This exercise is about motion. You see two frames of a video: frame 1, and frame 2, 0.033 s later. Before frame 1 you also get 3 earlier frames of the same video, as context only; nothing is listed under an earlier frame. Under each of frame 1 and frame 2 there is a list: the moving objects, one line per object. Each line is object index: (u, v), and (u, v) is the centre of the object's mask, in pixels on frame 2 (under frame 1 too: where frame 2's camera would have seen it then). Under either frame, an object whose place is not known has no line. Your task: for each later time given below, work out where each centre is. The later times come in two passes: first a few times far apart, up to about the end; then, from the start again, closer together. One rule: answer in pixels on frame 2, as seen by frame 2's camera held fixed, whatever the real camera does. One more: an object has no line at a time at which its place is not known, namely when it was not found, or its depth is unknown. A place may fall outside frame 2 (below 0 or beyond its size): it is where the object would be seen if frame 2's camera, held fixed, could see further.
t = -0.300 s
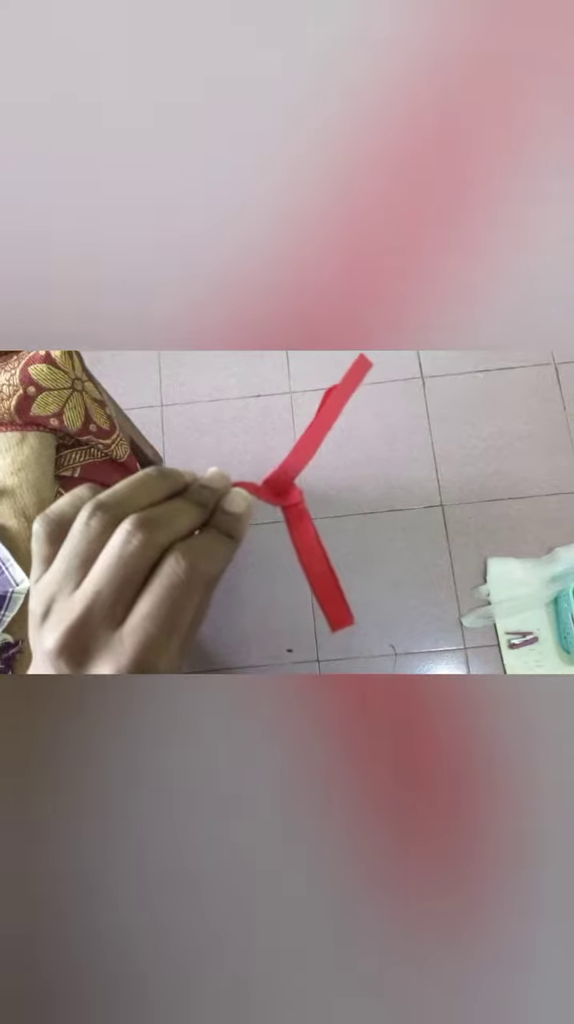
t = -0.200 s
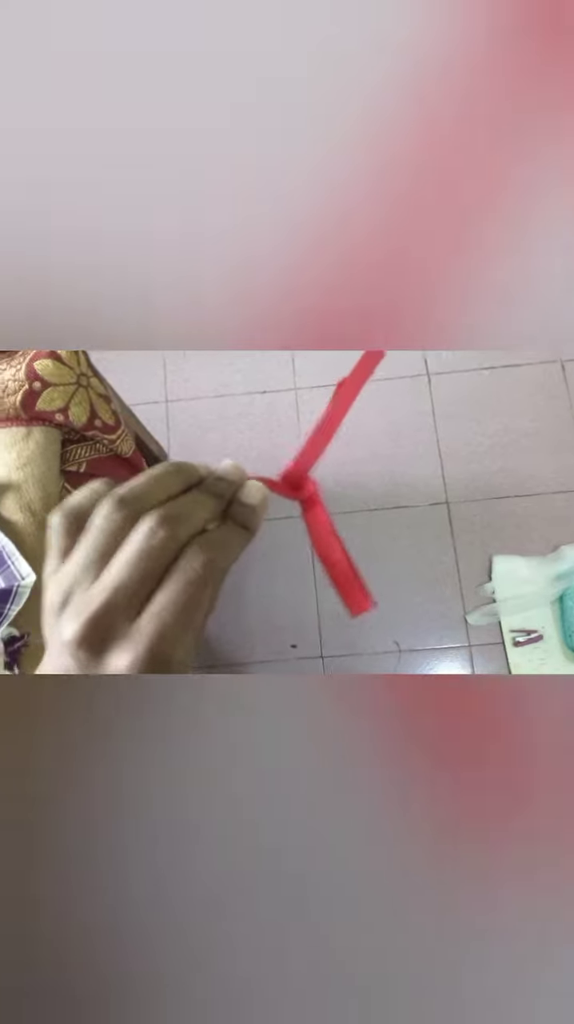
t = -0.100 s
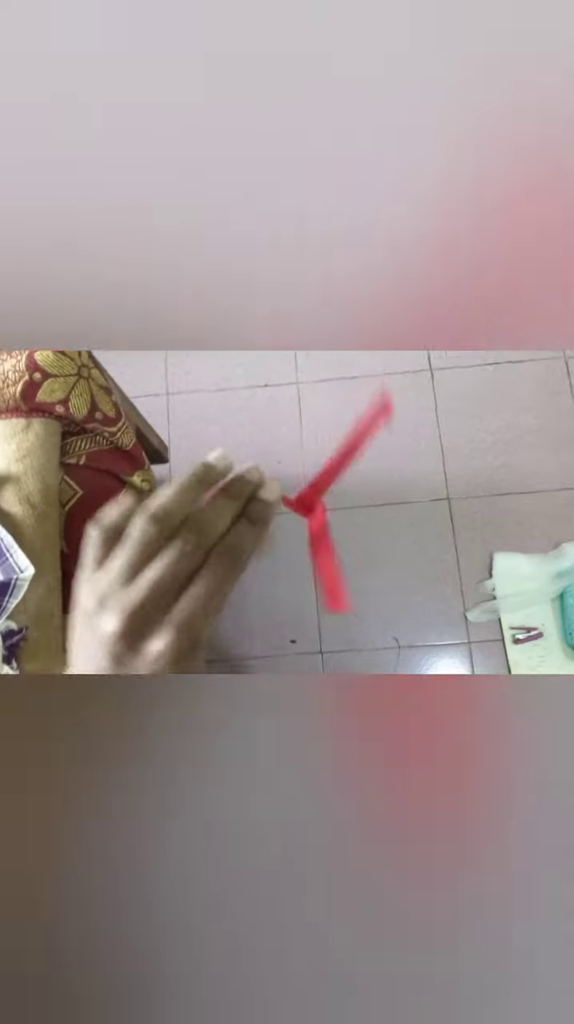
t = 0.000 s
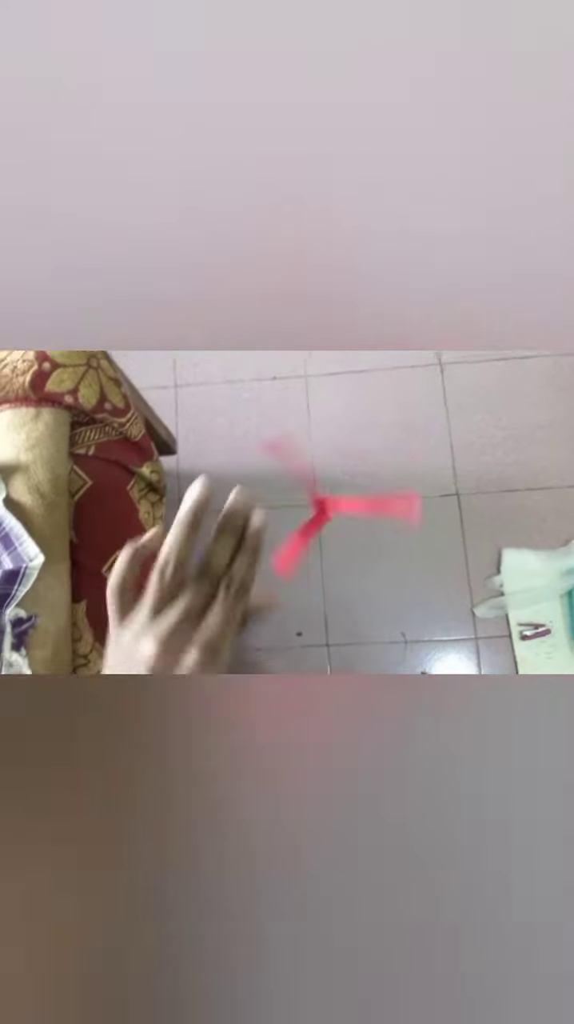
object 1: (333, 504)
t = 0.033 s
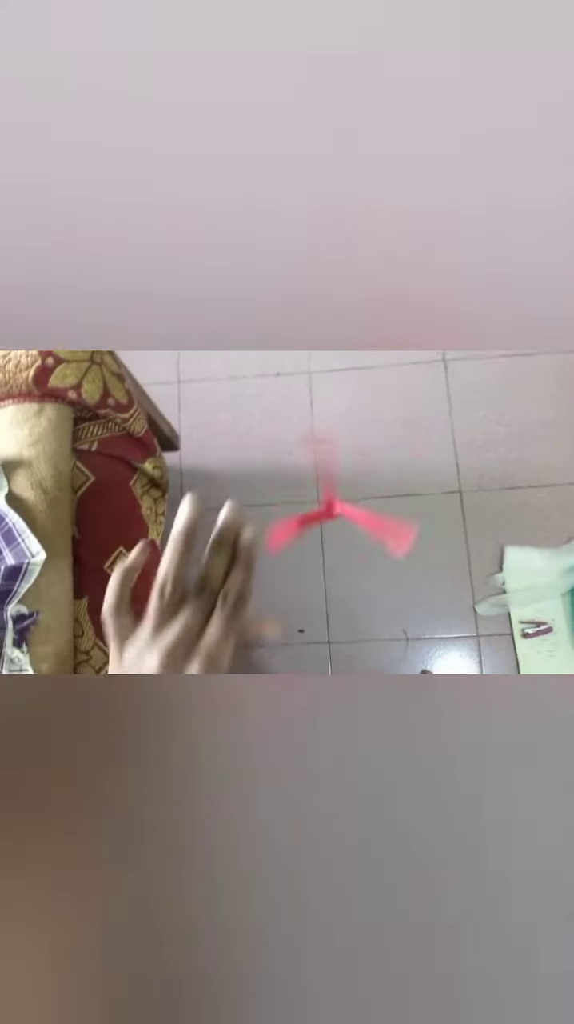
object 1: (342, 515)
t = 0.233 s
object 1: (362, 537)
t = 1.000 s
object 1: (375, 523)
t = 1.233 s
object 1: (376, 523)
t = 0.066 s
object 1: (343, 523)
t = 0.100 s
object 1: (344, 522)
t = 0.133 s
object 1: (350, 523)
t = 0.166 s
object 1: (362, 530)
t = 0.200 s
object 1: (365, 535)
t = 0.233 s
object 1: (362, 537)
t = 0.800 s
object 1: (375, 524)
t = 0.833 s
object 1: (375, 524)
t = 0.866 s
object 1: (375, 524)
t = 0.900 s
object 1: (375, 524)
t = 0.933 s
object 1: (375, 523)
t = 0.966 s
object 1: (376, 524)
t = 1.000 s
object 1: (375, 523)
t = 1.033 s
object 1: (375, 523)
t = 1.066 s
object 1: (375, 523)
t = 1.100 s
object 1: (376, 523)
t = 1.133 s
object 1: (376, 523)
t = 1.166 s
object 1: (376, 523)
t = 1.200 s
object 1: (376, 523)
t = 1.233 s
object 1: (376, 523)
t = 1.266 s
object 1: (376, 523)
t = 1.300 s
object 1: (376, 523)
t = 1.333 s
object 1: (376, 523)
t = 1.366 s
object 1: (376, 523)
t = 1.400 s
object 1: (376, 523)
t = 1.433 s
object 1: (375, 523)
